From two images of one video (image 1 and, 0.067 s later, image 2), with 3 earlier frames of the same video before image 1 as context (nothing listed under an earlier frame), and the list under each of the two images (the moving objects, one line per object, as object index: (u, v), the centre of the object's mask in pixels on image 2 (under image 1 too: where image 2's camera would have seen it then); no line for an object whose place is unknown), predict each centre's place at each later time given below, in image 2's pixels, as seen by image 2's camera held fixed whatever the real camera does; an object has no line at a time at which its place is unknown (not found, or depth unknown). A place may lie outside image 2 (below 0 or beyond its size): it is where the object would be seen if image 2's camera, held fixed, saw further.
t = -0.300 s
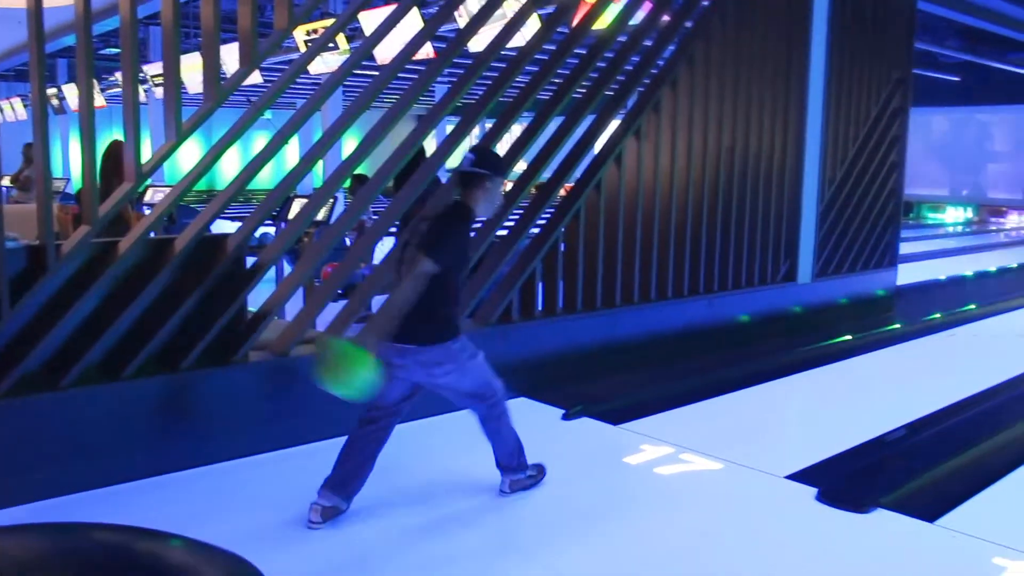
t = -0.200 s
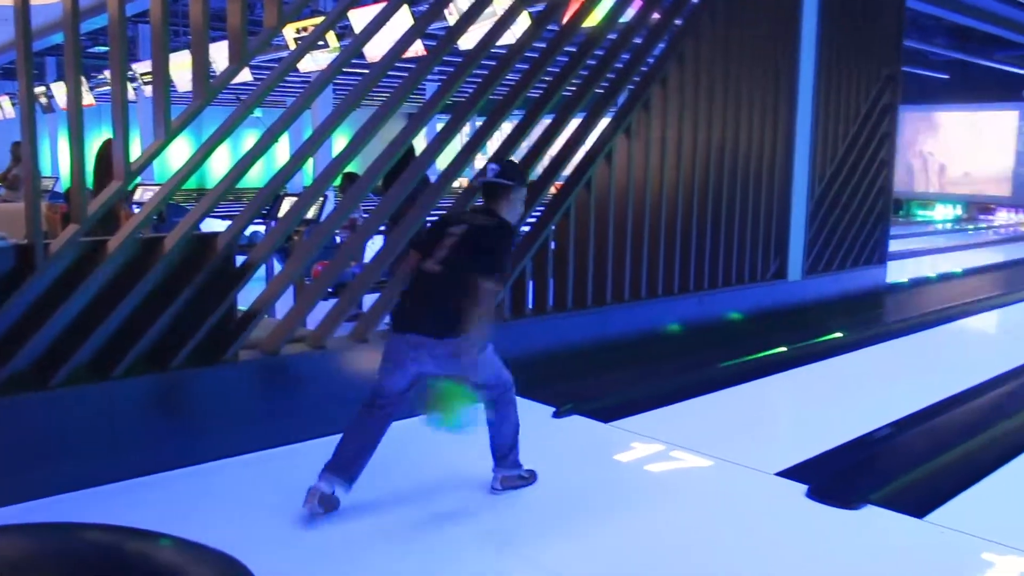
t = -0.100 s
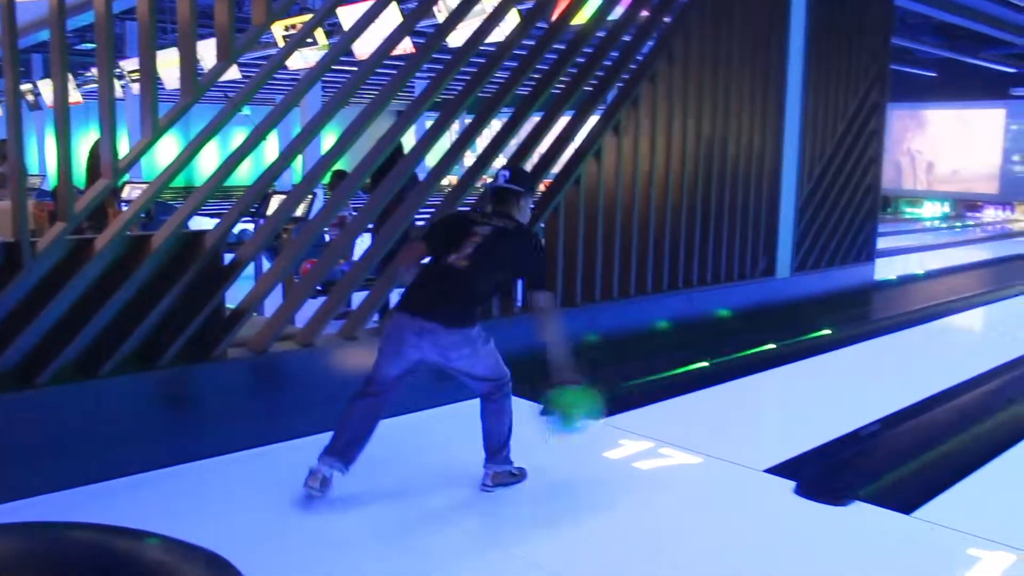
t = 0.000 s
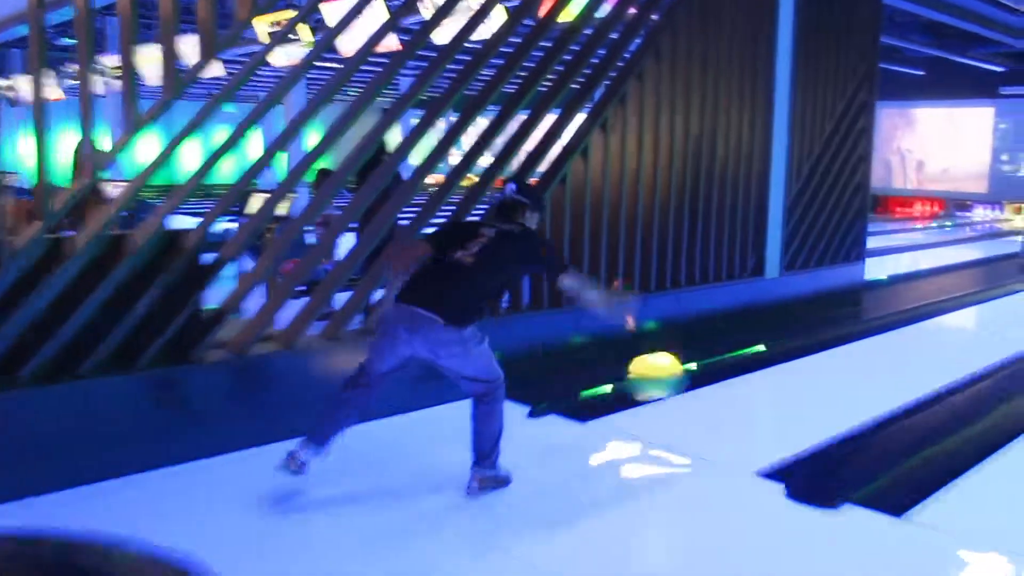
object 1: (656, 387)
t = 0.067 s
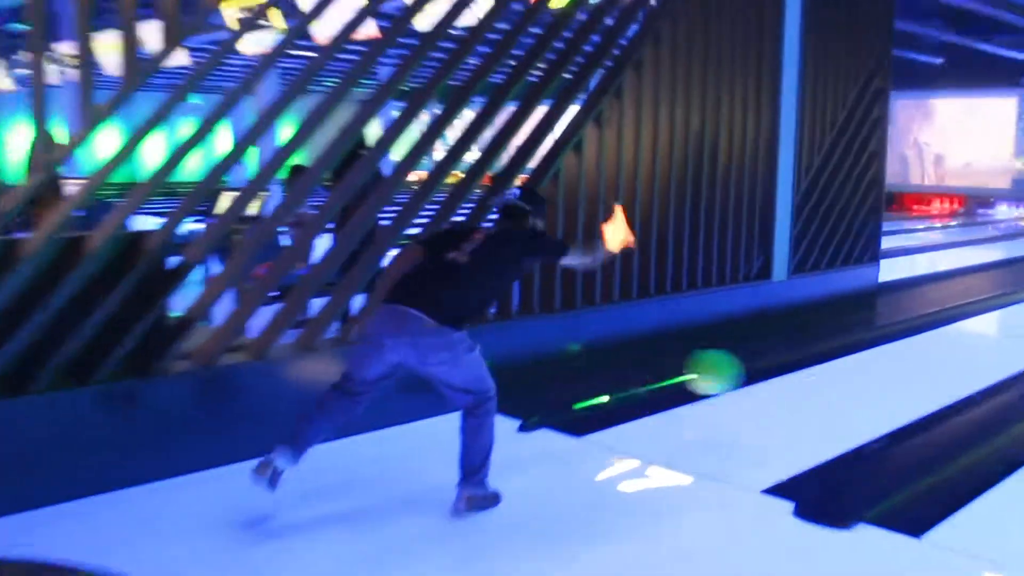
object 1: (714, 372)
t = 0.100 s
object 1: (737, 368)
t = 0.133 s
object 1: (761, 367)
